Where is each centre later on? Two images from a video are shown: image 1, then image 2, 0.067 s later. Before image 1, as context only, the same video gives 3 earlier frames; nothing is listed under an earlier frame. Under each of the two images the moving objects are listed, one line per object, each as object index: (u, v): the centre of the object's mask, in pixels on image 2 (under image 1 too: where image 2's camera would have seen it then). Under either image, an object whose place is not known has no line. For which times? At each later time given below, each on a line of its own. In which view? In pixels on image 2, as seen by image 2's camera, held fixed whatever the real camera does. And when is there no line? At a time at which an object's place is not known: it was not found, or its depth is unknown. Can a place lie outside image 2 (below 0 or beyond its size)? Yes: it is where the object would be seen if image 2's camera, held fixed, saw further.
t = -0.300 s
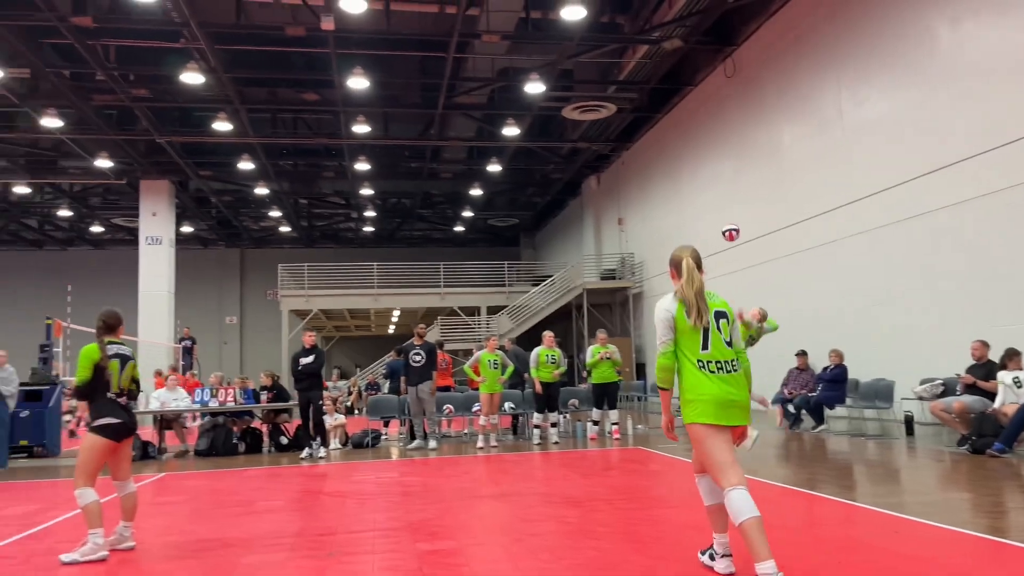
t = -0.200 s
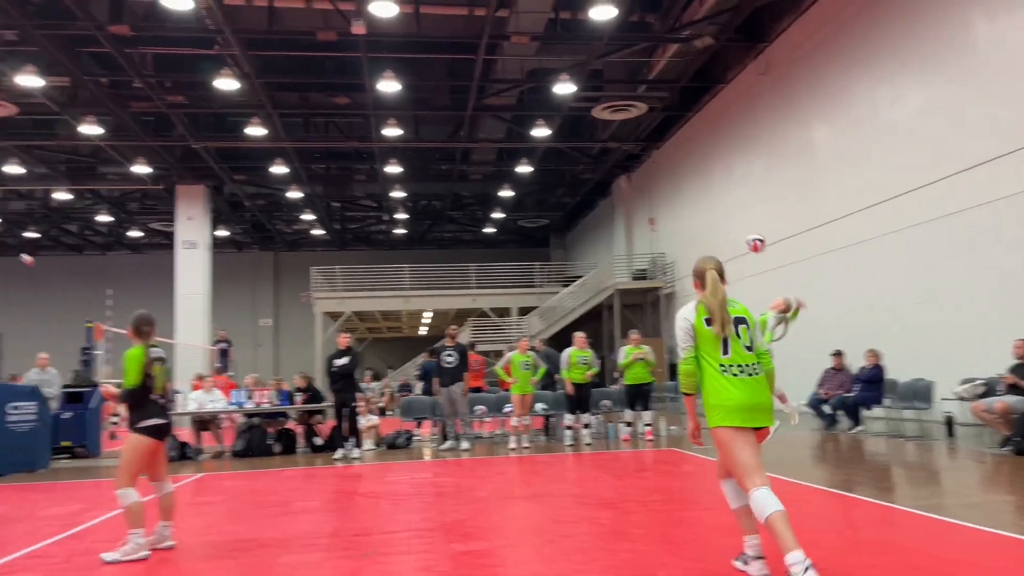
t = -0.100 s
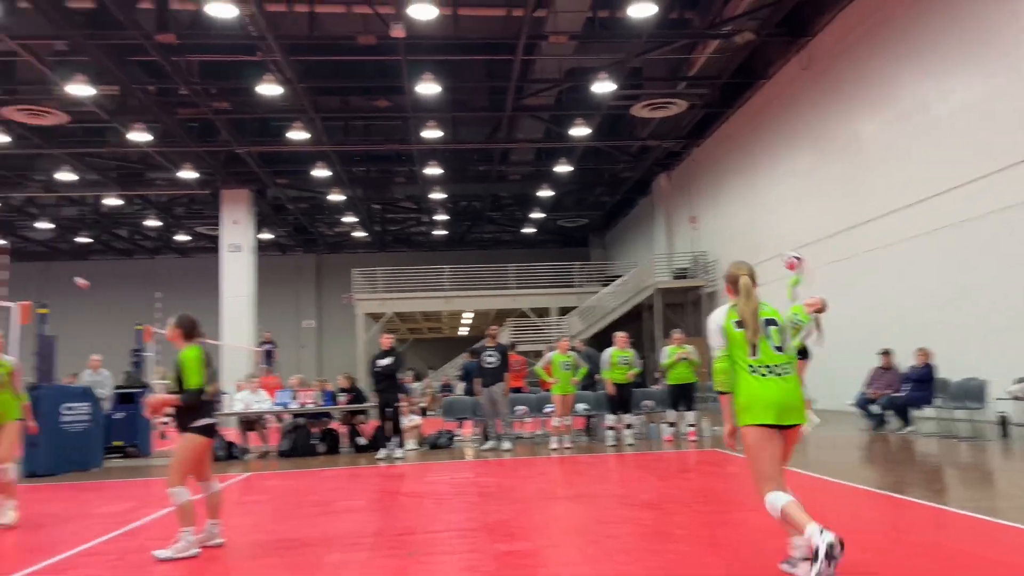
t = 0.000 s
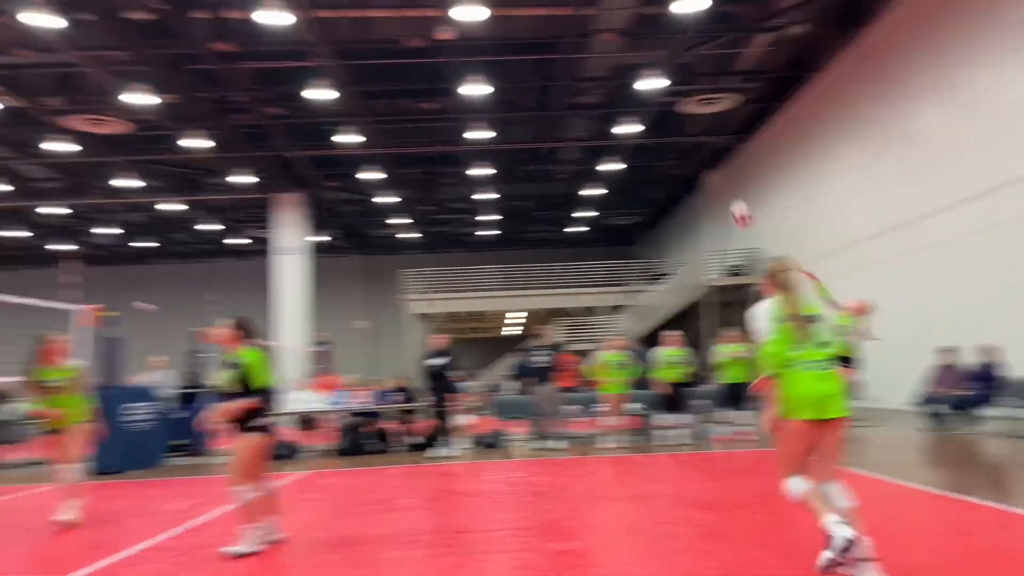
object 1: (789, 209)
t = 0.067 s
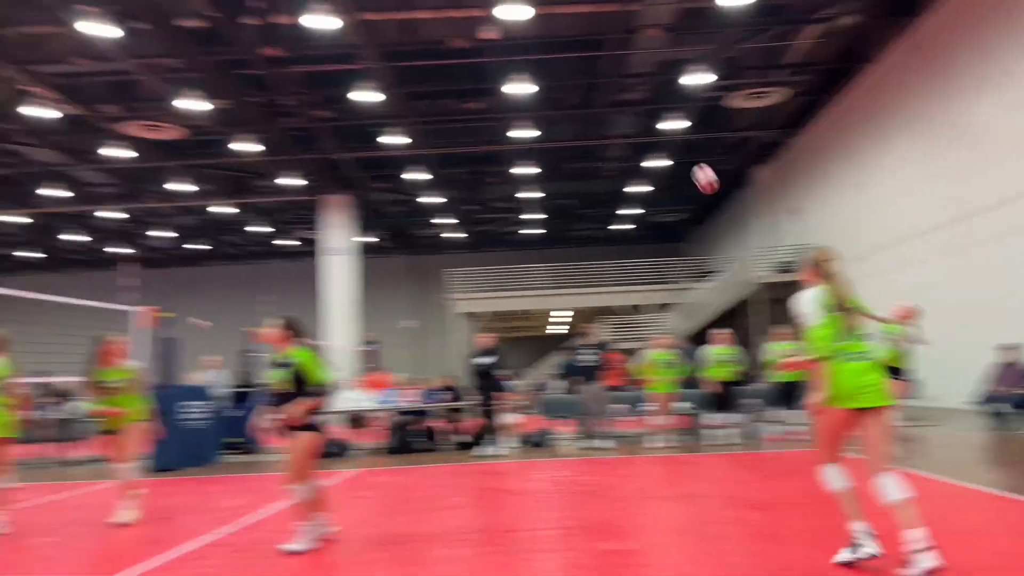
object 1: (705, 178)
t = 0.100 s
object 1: (662, 164)
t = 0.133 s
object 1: (617, 150)
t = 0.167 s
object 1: (570, 135)
